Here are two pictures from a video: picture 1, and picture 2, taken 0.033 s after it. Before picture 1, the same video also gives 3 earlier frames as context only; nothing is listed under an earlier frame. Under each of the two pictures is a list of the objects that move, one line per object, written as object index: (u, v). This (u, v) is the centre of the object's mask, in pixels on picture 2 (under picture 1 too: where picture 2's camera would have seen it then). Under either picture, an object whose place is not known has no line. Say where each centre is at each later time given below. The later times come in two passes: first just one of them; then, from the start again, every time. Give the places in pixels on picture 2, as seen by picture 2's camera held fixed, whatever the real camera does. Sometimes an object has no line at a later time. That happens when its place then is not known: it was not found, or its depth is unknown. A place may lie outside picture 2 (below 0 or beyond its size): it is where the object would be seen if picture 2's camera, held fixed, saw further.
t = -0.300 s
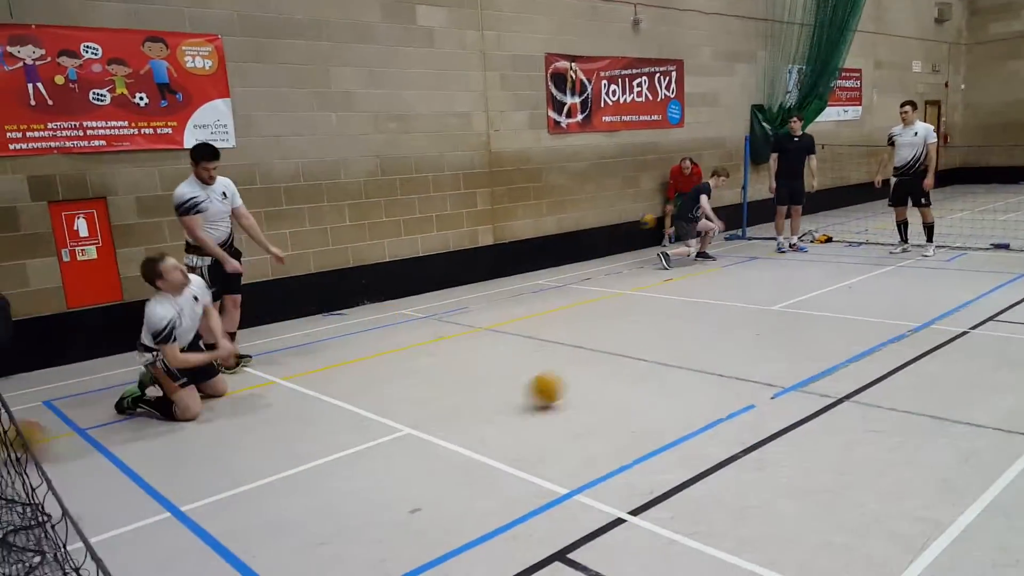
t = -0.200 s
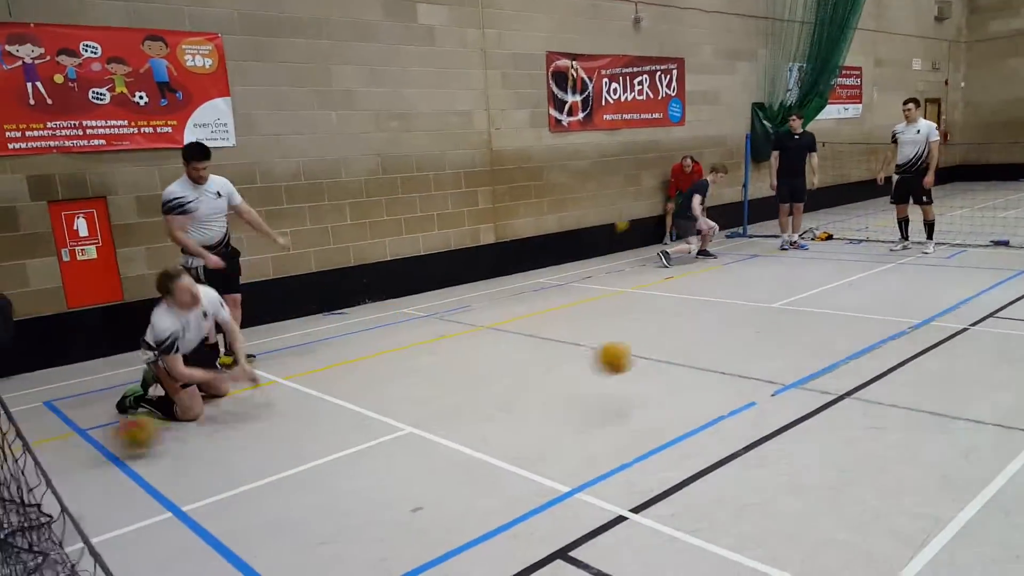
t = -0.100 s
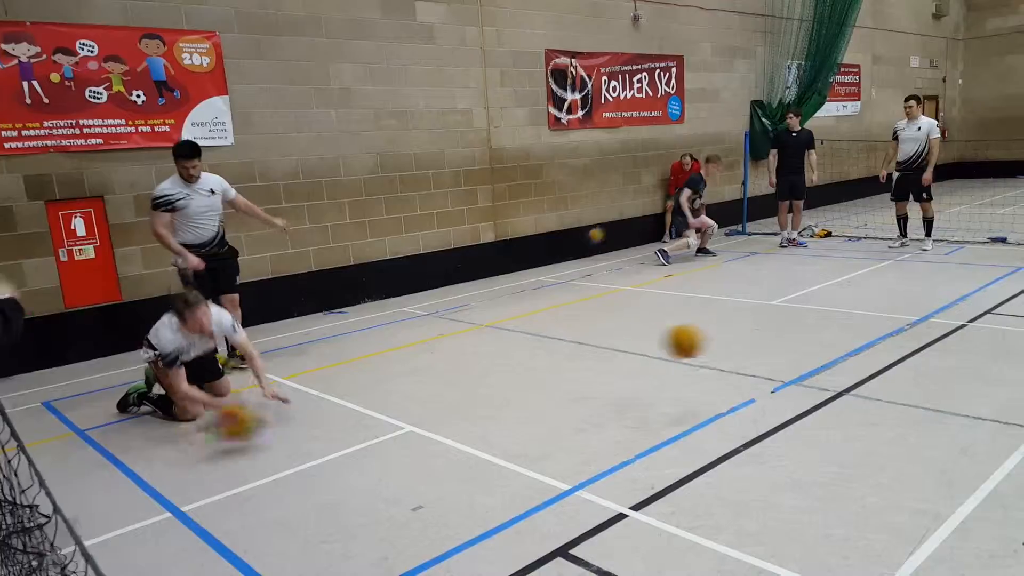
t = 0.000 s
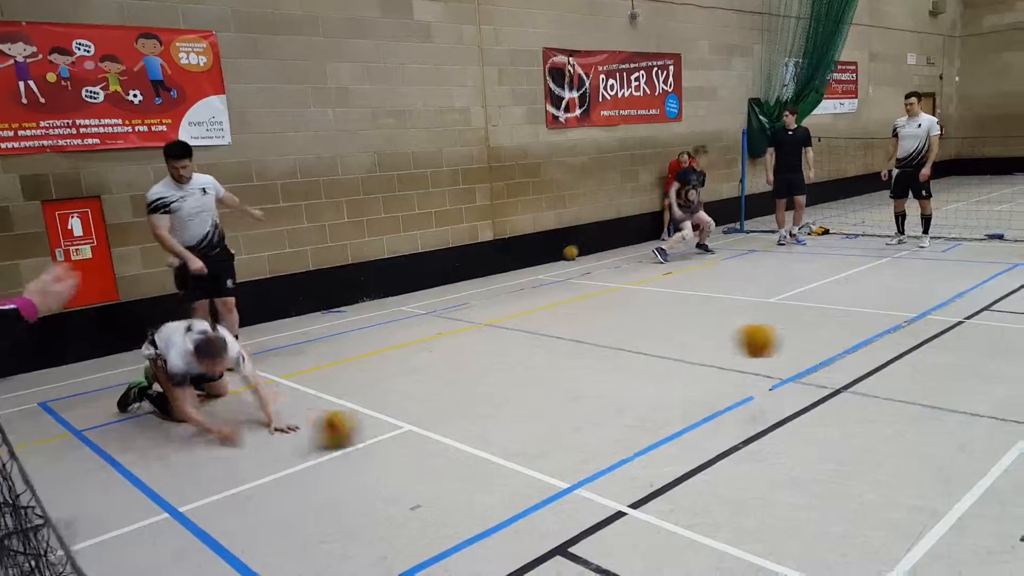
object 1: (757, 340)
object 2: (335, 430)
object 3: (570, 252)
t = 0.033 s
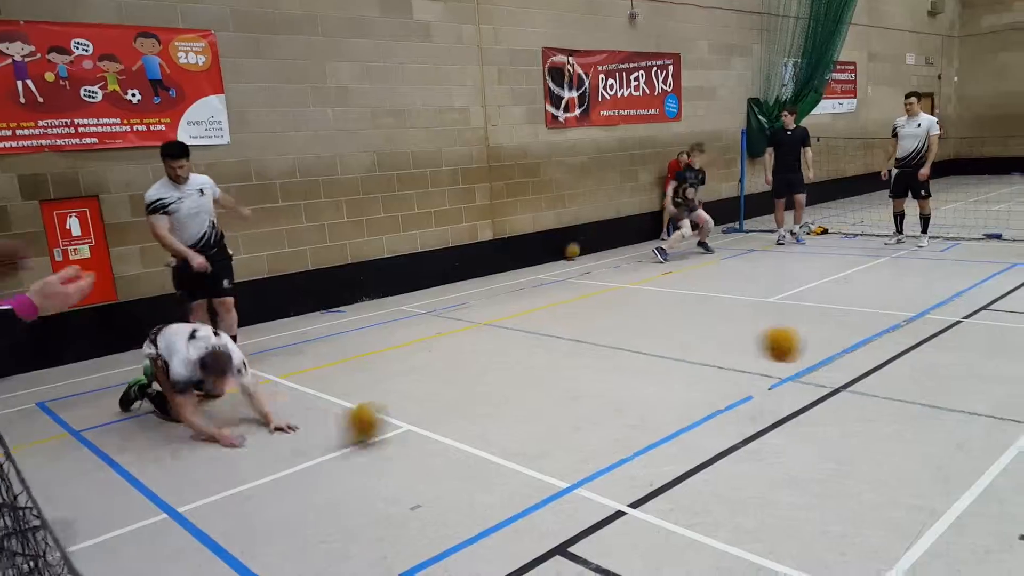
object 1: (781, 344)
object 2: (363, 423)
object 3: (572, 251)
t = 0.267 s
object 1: (961, 369)
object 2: (556, 415)
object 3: (596, 243)
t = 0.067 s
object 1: (807, 349)
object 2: (392, 415)
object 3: (576, 247)
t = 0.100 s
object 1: (832, 357)
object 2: (420, 411)
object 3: (579, 244)
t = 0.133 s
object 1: (857, 367)
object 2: (449, 410)
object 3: (583, 243)
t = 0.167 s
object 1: (882, 379)
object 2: (474, 410)
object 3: (585, 242)
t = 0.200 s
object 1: (909, 392)
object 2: (502, 413)
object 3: (589, 242)
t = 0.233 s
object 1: (934, 379)
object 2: (530, 418)
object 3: (592, 242)
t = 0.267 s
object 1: (961, 369)
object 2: (556, 415)
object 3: (596, 243)
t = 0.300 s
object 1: (990, 359)
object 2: (581, 411)
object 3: (599, 245)
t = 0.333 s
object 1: (1014, 353)
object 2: (605, 406)
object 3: (603, 248)
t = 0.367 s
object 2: (628, 405)
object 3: (606, 253)
